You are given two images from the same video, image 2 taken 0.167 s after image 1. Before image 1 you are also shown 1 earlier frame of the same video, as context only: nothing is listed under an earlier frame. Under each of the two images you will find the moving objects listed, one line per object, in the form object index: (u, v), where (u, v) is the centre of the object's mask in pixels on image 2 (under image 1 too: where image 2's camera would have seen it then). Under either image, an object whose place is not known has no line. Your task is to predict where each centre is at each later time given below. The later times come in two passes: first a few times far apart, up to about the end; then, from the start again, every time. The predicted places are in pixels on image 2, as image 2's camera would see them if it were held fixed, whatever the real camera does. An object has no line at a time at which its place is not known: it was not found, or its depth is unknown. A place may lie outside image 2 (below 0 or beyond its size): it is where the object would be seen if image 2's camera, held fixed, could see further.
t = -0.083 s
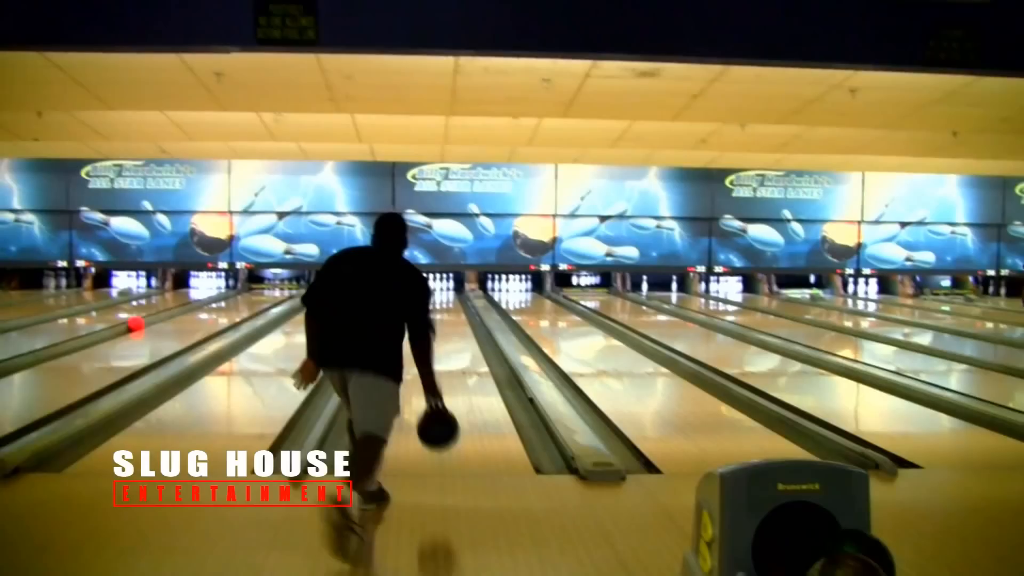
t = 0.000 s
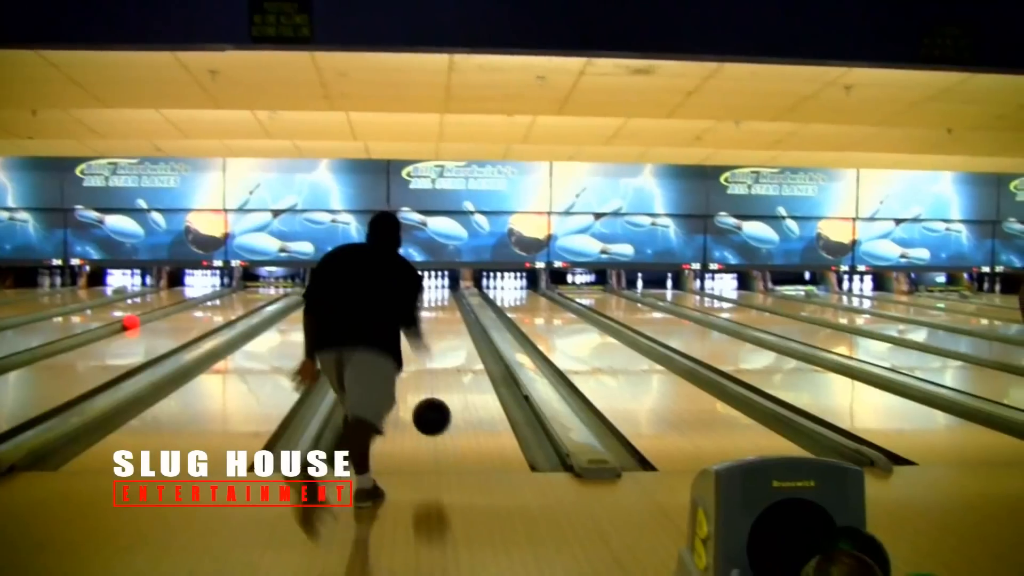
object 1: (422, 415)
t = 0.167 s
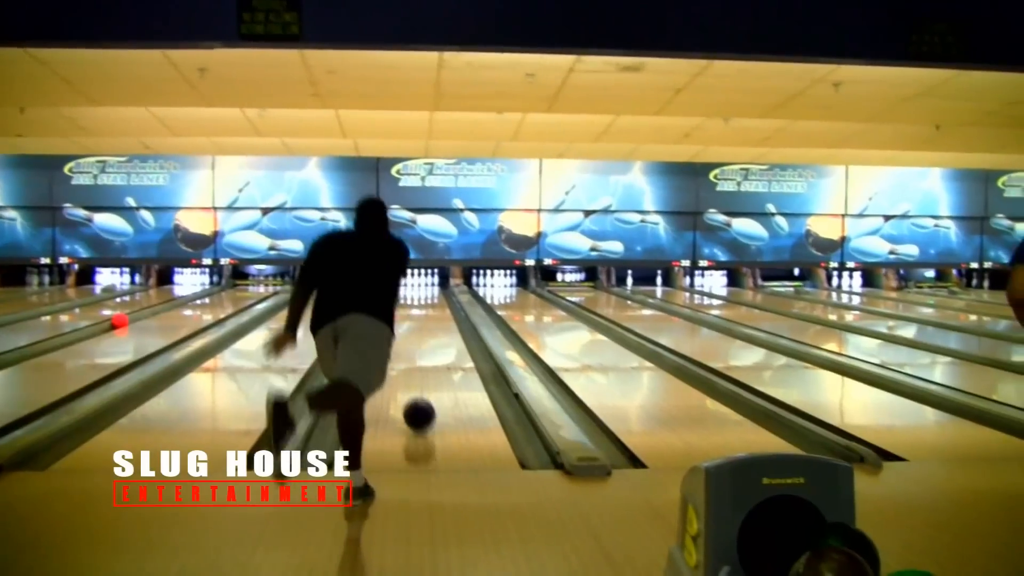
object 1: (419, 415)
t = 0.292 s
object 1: (418, 397)
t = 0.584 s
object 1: (416, 363)
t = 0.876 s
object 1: (417, 342)
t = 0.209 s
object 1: (419, 407)
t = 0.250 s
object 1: (418, 403)
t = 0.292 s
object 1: (418, 397)
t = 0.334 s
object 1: (418, 391)
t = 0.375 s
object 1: (417, 385)
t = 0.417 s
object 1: (417, 380)
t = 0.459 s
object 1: (417, 376)
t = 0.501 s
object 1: (416, 372)
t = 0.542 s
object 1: (416, 367)
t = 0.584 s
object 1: (416, 363)
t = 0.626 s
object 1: (416, 360)
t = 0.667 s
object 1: (416, 356)
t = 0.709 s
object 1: (416, 353)
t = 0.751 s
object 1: (417, 350)
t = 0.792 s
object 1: (417, 348)
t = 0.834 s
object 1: (417, 345)
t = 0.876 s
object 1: (417, 342)
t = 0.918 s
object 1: (417, 340)
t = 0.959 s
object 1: (417, 337)
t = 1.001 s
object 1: (416, 335)
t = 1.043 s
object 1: (416, 332)
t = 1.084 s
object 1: (416, 330)
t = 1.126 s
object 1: (417, 329)
